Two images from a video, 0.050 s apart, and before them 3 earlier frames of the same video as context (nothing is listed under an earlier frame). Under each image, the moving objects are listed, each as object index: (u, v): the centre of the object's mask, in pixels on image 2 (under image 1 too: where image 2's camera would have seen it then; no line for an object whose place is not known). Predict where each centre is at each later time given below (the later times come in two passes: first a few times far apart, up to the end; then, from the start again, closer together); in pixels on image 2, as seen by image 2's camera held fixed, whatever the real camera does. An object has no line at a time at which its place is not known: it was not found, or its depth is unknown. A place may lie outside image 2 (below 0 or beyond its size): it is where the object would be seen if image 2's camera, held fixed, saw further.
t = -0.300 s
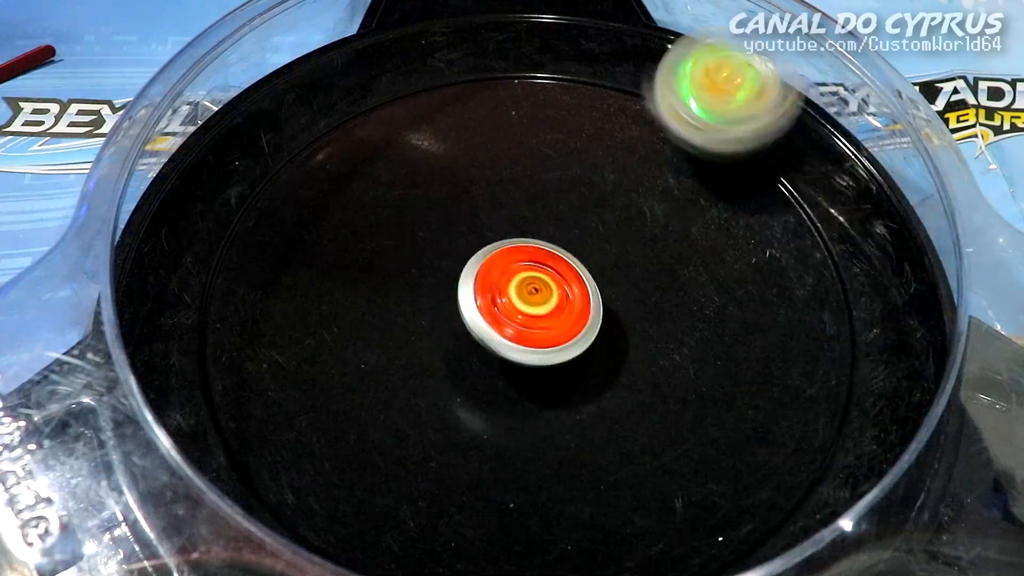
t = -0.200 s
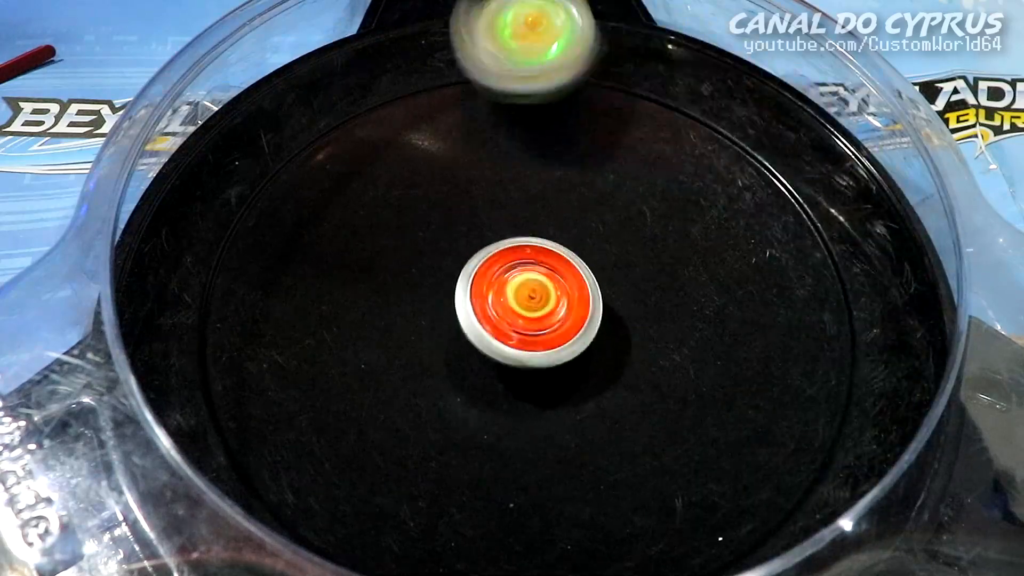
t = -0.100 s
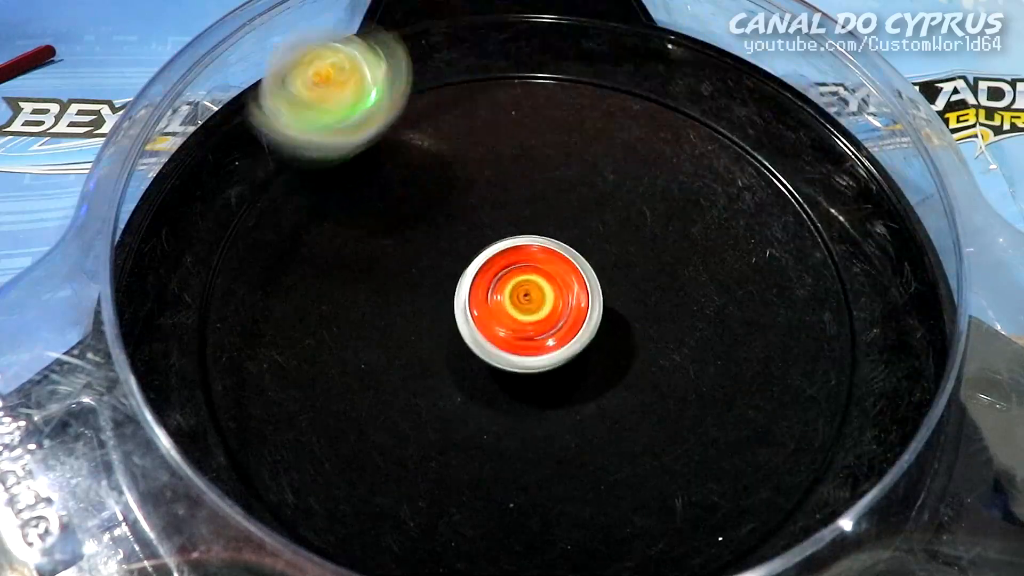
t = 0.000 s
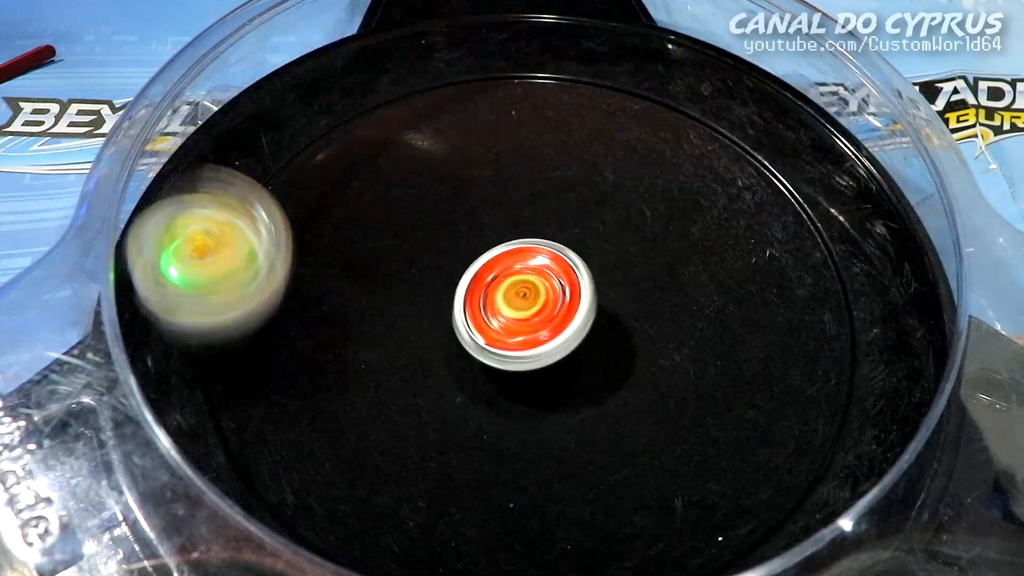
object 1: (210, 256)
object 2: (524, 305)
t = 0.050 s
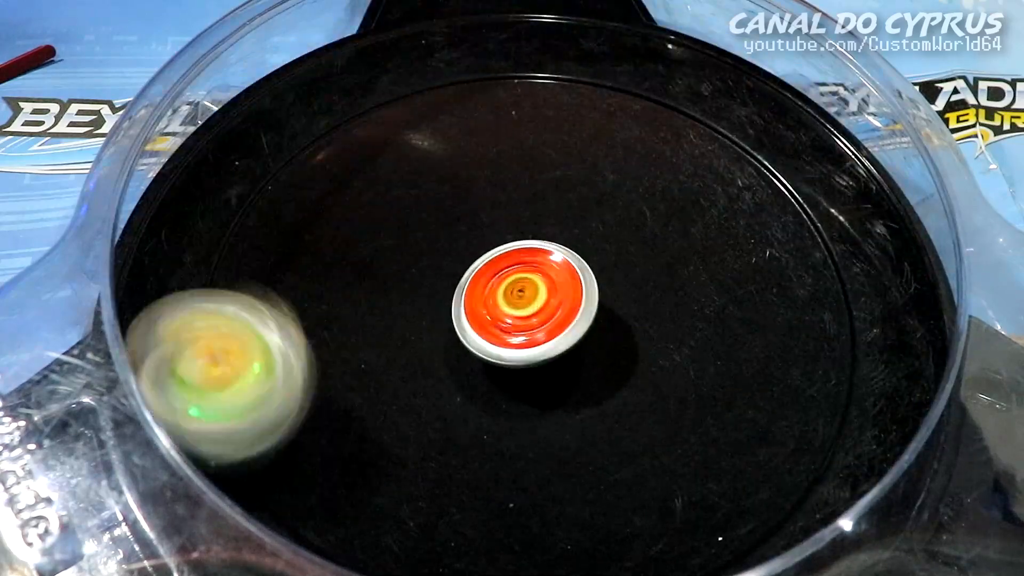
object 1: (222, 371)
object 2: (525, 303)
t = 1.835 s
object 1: (602, 525)
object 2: (528, 301)
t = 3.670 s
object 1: (833, 404)
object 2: (529, 305)
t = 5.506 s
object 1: (629, 420)
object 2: (526, 301)
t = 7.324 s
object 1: (588, 222)
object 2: (505, 321)
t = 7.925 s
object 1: (577, 335)
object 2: (454, 221)
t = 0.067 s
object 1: (244, 405)
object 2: (524, 304)
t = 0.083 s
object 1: (269, 438)
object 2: (522, 302)
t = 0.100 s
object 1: (303, 466)
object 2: (524, 301)
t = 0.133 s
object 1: (380, 506)
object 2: (524, 302)
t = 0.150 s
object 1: (423, 519)
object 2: (522, 301)
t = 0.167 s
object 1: (473, 527)
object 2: (524, 299)
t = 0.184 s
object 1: (527, 528)
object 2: (525, 300)
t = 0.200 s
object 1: (581, 526)
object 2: (525, 300)
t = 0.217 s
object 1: (630, 522)
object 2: (524, 301)
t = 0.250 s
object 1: (714, 501)
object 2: (526, 299)
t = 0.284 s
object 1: (783, 459)
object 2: (526, 300)
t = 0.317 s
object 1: (829, 402)
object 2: (527, 299)
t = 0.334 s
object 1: (846, 371)
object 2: (529, 299)
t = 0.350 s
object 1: (854, 339)
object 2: (529, 300)
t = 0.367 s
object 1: (857, 308)
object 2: (527, 300)
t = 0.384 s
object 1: (855, 275)
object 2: (528, 299)
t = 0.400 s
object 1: (850, 247)
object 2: (530, 300)
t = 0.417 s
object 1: (837, 217)
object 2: (530, 301)
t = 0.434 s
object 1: (821, 192)
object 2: (529, 302)
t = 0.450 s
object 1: (800, 167)
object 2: (529, 301)
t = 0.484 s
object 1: (754, 121)
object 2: (531, 303)
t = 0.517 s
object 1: (698, 86)
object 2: (529, 303)
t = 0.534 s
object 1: (668, 70)
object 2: (529, 303)
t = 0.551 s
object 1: (635, 59)
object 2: (530, 304)
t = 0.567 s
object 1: (602, 53)
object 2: (530, 305)
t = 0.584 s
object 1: (567, 47)
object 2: (528, 305)
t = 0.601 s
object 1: (532, 46)
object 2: (527, 304)
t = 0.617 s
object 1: (496, 45)
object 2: (528, 304)
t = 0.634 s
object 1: (462, 48)
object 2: (528, 305)
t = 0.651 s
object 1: (429, 52)
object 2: (527, 306)
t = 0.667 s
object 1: (399, 61)
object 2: (525, 304)
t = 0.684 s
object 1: (369, 74)
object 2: (526, 304)
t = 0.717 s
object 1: (307, 109)
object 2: (526, 305)
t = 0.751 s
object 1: (255, 161)
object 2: (524, 303)
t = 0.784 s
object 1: (217, 221)
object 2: (525, 303)
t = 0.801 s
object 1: (210, 254)
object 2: (524, 304)
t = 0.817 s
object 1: (205, 290)
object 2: (522, 302)
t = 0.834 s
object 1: (208, 325)
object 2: (524, 301)
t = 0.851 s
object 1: (221, 362)
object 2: (525, 302)
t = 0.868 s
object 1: (241, 397)
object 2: (525, 302)
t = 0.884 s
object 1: (265, 431)
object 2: (523, 301)
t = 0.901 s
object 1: (294, 464)
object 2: (524, 300)
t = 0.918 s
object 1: (332, 488)
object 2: (525, 300)
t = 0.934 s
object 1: (370, 507)
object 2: (526, 301)
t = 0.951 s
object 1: (415, 517)
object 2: (525, 301)
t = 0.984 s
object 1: (513, 526)
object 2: (527, 299)
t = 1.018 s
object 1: (613, 524)
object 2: (527, 300)
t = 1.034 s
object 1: (660, 518)
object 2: (526, 300)
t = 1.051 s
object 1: (700, 508)
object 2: (527, 299)
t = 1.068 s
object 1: (738, 494)
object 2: (529, 300)
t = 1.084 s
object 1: (771, 471)
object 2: (529, 300)
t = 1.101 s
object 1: (800, 446)
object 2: (528, 301)
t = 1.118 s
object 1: (822, 417)
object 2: (528, 300)
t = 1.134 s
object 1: (840, 388)
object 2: (530, 300)
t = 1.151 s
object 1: (852, 355)
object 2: (531, 301)
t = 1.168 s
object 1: (857, 326)
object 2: (530, 302)
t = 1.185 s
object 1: (858, 293)
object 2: (529, 301)
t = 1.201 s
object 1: (855, 263)
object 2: (529, 301)
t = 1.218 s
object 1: (845, 234)
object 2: (531, 302)
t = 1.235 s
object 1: (832, 208)
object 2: (531, 303)
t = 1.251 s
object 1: (814, 182)
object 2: (529, 304)
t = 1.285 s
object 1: (771, 135)
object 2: (529, 303)
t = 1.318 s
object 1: (721, 98)
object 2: (529, 305)
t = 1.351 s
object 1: (662, 69)
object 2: (528, 303)
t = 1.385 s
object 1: (599, 52)
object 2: (529, 305)
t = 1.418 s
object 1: (529, 47)
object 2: (526, 304)
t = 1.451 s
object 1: (457, 50)
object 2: (527, 304)
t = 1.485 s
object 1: (392, 63)
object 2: (524, 304)
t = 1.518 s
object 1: (333, 96)
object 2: (526, 303)
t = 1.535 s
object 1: (305, 113)
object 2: (526, 304)
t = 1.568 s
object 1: (255, 158)
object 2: (524, 302)
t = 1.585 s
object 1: (237, 185)
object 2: (525, 302)
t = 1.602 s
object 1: (221, 213)
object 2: (526, 303)
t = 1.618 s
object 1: (212, 248)
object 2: (525, 303)
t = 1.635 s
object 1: (208, 284)
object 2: (523, 303)
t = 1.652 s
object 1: (211, 323)
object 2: (524, 301)
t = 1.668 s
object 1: (218, 360)
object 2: (526, 301)
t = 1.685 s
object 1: (234, 395)
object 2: (526, 302)
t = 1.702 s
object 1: (260, 428)
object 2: (525, 302)
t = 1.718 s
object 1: (289, 459)
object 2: (524, 301)
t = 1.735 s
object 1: (321, 489)
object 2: (526, 300)
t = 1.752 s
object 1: (360, 504)
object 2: (527, 301)
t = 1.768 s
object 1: (404, 514)
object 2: (526, 301)
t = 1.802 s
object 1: (500, 526)
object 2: (526, 300)
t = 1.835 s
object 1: (602, 525)
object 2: (528, 301)
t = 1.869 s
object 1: (691, 510)
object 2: (526, 301)
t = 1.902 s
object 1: (763, 476)
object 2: (528, 301)
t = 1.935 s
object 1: (818, 423)
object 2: (527, 302)
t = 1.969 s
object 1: (847, 363)
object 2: (527, 301)
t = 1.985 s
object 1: (855, 333)
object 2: (528, 302)
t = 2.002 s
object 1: (856, 301)
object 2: (528, 303)
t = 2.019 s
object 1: (854, 271)
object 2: (526, 303)
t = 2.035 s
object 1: (845, 242)
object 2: (527, 301)
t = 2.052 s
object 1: (835, 214)
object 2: (528, 302)
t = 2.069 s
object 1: (819, 187)
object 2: (528, 303)
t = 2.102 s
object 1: (779, 139)
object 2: (526, 303)
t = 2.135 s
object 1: (730, 102)
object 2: (527, 303)
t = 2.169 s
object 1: (671, 70)
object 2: (525, 305)
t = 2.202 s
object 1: (609, 51)
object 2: (527, 303)
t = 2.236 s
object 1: (541, 46)
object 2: (527, 305)
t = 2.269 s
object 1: (471, 48)
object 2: (525, 303)
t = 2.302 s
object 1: (407, 58)
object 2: (526, 305)
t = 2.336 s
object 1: (346, 88)
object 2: (524, 304)
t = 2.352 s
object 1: (317, 107)
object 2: (525, 303)
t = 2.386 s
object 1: (264, 148)
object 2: (526, 305)
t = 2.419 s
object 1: (228, 205)
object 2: (524, 303)
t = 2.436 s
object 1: (215, 239)
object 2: (526, 302)
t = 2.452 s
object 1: (209, 275)
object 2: (526, 303)
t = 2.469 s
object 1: (207, 313)
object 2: (526, 304)
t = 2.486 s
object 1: (215, 350)
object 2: (525, 304)
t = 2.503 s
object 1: (229, 385)
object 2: (525, 302)
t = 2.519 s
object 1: (251, 419)
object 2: (527, 302)
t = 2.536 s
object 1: (280, 451)
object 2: (527, 303)
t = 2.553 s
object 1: (312, 483)
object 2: (526, 304)
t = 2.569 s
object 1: (350, 500)
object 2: (525, 303)
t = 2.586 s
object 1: (393, 512)
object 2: (526, 302)
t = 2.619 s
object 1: (487, 525)
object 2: (527, 303)
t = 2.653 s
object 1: (588, 525)
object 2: (525, 302)
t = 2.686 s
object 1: (678, 512)
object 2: (528, 302)
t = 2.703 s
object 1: (715, 500)
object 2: (528, 303)
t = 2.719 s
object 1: (751, 484)
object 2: (527, 303)
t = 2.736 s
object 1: (780, 460)
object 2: (526, 302)
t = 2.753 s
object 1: (805, 435)
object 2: (527, 302)
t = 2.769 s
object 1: (823, 408)
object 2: (528, 303)
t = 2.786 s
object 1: (840, 377)
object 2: (528, 304)
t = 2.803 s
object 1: (849, 349)
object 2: (527, 304)
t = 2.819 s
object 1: (854, 317)
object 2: (527, 302)
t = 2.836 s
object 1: (852, 287)
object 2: (528, 302)
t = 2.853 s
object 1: (849, 257)
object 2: (529, 303)
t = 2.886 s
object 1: (827, 200)
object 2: (526, 304)
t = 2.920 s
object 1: (791, 151)
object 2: (528, 303)
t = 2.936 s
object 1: (770, 132)
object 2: (528, 304)
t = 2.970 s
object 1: (718, 96)
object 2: (525, 304)
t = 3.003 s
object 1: (658, 66)
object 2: (528, 304)
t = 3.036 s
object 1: (594, 50)
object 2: (527, 305)
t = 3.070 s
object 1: (528, 46)
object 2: (526, 303)
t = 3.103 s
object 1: (458, 50)
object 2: (527, 305)
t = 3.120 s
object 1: (424, 54)
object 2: (526, 305)
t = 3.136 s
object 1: (392, 61)
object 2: (525, 304)
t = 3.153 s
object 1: (363, 77)
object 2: (526, 302)
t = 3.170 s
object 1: (333, 97)
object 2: (527, 303)
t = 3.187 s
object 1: (303, 116)
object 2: (527, 304)
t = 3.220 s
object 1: (253, 160)
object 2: (525, 303)
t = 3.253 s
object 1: (221, 220)
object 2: (528, 303)
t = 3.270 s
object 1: (213, 254)
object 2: (527, 304)
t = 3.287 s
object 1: (207, 289)
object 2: (526, 304)
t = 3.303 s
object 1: (209, 324)
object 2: (526, 302)
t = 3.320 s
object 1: (219, 359)
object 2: (527, 302)
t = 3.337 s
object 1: (235, 392)
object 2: (528, 303)
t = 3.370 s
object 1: (279, 451)
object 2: (526, 302)
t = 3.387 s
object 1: (310, 476)
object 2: (526, 301)
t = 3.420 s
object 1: (373, 509)
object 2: (528, 303)
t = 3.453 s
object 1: (447, 526)
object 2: (526, 302)
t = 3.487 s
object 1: (529, 531)
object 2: (528, 302)
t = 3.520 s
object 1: (610, 528)
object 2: (528, 304)
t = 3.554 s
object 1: (681, 517)
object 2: (528, 302)
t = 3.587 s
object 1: (737, 497)
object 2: (529, 304)
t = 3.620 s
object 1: (786, 464)
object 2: (526, 304)
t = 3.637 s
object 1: (804, 444)
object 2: (527, 303)
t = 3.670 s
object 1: (833, 404)
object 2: (529, 305)
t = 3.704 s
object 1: (850, 363)
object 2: (525, 305)
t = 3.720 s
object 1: (855, 342)
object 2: (527, 303)
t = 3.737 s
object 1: (856, 322)
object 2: (528, 304)
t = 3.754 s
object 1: (857, 301)
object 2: (528, 305)
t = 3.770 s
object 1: (854, 281)
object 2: (527, 305)
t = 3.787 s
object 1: (850, 262)
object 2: (525, 304)
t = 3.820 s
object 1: (836, 226)
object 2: (527, 304)
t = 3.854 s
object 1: (816, 193)
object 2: (526, 305)
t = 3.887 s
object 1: (792, 164)
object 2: (525, 303)
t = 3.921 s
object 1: (763, 139)
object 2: (526, 304)
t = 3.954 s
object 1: (732, 117)
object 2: (524, 303)
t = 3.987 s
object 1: (698, 100)
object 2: (527, 302)
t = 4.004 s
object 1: (682, 92)
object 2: (527, 303)
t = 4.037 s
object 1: (647, 79)
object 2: (524, 302)
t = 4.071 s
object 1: (612, 71)
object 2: (527, 301)
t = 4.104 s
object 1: (576, 66)
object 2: (527, 302)
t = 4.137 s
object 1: (541, 64)
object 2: (527, 300)
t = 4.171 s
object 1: (507, 67)
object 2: (529, 303)
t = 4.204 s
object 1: (473, 72)
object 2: (527, 302)
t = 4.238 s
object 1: (443, 79)
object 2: (529, 301)
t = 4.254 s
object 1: (429, 84)
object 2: (530, 302)
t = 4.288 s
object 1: (401, 95)
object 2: (528, 302)
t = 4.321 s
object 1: (374, 108)
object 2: (530, 302)
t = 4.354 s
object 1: (350, 123)
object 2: (530, 303)
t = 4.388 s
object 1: (329, 141)
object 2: (528, 302)
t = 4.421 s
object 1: (310, 160)
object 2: (531, 303)
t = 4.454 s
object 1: (294, 180)
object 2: (528, 304)
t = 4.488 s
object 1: (282, 201)
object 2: (530, 302)
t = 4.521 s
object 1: (272, 222)
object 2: (529, 304)
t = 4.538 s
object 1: (269, 234)
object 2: (528, 304)
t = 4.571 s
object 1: (264, 256)
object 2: (529, 302)
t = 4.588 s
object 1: (264, 266)
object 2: (529, 303)
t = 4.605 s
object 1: (263, 277)
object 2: (528, 303)
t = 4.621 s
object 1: (264, 288)
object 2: (527, 304)
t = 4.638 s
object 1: (264, 299)
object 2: (526, 302)
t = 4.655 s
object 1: (267, 309)
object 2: (528, 302)
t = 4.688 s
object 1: (272, 328)
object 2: (528, 303)
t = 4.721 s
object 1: (281, 347)
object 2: (526, 302)
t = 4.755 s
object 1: (292, 365)
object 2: (529, 302)
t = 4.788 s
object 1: (304, 380)
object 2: (528, 303)
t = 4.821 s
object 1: (319, 394)
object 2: (528, 300)
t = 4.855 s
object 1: (334, 405)
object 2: (530, 302)
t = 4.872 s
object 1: (343, 411)
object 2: (529, 303)
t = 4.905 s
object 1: (359, 420)
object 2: (528, 300)
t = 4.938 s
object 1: (374, 427)
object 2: (530, 302)
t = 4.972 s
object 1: (390, 434)
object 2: (527, 303)
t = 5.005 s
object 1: (405, 441)
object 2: (529, 301)
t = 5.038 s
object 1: (421, 446)
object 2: (529, 302)
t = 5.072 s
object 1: (437, 451)
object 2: (526, 301)
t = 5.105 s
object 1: (454, 454)
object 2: (529, 302)
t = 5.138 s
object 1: (471, 456)
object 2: (527, 303)
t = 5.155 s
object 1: (481, 456)
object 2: (526, 301)
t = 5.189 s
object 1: (498, 456)
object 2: (528, 301)
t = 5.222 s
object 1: (514, 455)
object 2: (527, 303)
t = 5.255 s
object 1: (529, 453)
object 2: (526, 301)
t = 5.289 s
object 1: (544, 451)
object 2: (527, 301)
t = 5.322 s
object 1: (557, 448)
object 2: (525, 302)
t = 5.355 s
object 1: (571, 445)
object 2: (528, 301)
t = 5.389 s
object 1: (586, 441)
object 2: (527, 302)
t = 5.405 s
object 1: (594, 439)
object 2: (525, 302)
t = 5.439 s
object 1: (607, 434)
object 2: (527, 301)
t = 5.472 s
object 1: (619, 427)
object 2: (529, 303)
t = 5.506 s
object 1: (629, 420)
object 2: (526, 301)
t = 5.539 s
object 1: (639, 414)
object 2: (528, 302)
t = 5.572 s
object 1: (647, 407)
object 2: (528, 304)
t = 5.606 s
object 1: (656, 400)
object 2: (528, 301)
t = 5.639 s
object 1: (664, 392)
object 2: (529, 303)
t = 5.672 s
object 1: (671, 383)
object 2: (526, 305)
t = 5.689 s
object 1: (675, 378)
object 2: (526, 303)
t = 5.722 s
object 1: (680, 369)
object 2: (529, 303)
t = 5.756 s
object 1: (684, 360)
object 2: (527, 305)
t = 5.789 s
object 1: (688, 351)
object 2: (527, 303)
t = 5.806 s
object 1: (691, 347)
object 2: (528, 304)
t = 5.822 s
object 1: (691, 342)
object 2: (528, 305)
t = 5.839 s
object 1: (694, 338)
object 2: (528, 305)
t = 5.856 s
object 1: (694, 334)
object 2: (525, 305)
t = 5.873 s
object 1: (696, 329)
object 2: (526, 303)
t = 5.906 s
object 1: (697, 319)
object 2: (527, 304)
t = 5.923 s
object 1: (697, 315)
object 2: (527, 305)
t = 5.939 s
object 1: (697, 310)
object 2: (526, 305)
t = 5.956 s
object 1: (697, 307)
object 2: (526, 304)
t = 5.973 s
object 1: (696, 302)
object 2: (527, 303)
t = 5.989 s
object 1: (696, 298)
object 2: (528, 303)
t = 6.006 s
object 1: (694, 293)
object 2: (528, 304)
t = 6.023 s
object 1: (694, 290)
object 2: (526, 305)
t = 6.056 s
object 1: (691, 281)
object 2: (526, 303)
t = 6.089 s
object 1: (689, 273)
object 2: (529, 304)
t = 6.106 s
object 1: (687, 269)
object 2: (528, 304)
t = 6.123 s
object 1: (686, 265)
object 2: (527, 304)
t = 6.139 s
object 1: (684, 261)
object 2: (526, 302)
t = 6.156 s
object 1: (682, 257)
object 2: (527, 302)
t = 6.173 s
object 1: (680, 253)
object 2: (529, 304)
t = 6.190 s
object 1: (676, 249)
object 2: (529, 305)
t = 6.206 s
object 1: (674, 246)
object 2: (528, 305)
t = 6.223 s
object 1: (670, 242)
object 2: (527, 304)
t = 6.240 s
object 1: (668, 239)
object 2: (528, 302)
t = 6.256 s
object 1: (663, 236)
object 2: (529, 302)
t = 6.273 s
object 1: (661, 232)
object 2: (529, 303)
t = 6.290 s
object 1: (657, 229)
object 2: (529, 304)
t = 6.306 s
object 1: (654, 226)
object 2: (527, 304)
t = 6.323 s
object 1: (651, 223)
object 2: (528, 302)
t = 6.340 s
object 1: (648, 220)
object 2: (530, 301)
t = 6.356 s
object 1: (645, 217)
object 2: (531, 301)
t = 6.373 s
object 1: (641, 214)
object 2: (531, 302)
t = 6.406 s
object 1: (637, 207)
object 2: (520, 305)
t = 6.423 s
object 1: (636, 205)
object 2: (518, 305)
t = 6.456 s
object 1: (631, 199)
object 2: (514, 308)
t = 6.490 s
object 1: (627, 195)
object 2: (508, 311)
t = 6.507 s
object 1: (626, 194)
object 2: (507, 311)
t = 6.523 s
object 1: (624, 193)
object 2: (507, 312)
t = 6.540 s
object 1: (623, 192)
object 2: (505, 315)
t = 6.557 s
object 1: (621, 191)
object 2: (503, 316)
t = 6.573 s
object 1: (620, 191)
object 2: (501, 315)
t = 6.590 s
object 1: (619, 190)
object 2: (498, 314)
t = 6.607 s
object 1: (618, 190)
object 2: (498, 312)
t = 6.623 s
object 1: (617, 190)
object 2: (500, 311)
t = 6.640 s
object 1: (616, 190)
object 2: (499, 311)
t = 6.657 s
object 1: (615, 191)
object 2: (497, 312)
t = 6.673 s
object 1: (614, 192)
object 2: (495, 311)
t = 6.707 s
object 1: (611, 194)
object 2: (497, 308)
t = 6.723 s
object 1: (610, 194)
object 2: (499, 308)
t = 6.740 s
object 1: (607, 195)
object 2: (499, 308)
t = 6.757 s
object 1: (606, 194)
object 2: (498, 307)
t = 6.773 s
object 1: (603, 194)
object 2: (497, 305)
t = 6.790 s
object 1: (602, 194)
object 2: (497, 303)
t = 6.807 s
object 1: (599, 194)
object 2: (500, 303)
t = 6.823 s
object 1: (597, 194)
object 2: (503, 304)
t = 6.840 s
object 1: (596, 194)
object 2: (504, 305)
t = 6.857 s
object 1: (592, 194)
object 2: (504, 304)
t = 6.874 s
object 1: (592, 194)
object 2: (504, 302)
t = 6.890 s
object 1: (592, 193)
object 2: (506, 300)
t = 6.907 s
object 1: (594, 192)
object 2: (507, 303)
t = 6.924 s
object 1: (599, 193)
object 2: (506, 308)
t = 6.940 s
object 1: (604, 189)
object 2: (502, 315)
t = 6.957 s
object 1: (607, 188)
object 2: (497, 318)
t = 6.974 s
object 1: (609, 187)
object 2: (491, 317)
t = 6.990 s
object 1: (610, 186)
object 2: (490, 317)
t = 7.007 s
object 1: (610, 185)
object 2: (490, 320)
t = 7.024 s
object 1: (611, 185)
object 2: (488, 322)
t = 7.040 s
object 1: (610, 185)
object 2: (488, 323)
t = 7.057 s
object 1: (609, 186)
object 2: (485, 325)
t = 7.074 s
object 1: (608, 189)
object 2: (483, 324)
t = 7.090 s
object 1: (606, 190)
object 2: (482, 322)
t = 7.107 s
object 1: (603, 191)
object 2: (484, 319)
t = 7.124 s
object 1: (599, 192)
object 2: (487, 318)
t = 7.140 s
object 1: (596, 194)
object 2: (488, 319)
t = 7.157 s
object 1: (593, 196)
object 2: (489, 319)
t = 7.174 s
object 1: (591, 198)
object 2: (490, 319)
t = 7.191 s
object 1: (589, 200)
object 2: (493, 318)
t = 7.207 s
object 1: (587, 202)
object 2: (496, 318)
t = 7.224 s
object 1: (586, 203)
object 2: (499, 318)
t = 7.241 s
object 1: (585, 206)
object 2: (503, 319)
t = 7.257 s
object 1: (585, 208)
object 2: (504, 319)
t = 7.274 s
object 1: (586, 212)
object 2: (504, 319)
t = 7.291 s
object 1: (586, 215)
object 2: (504, 318)
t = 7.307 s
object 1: (586, 218)
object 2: (505, 319)
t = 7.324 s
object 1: (588, 222)
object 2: (505, 321)
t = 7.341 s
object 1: (590, 223)
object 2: (500, 325)
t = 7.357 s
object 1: (593, 227)
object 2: (496, 325)
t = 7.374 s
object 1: (595, 231)
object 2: (493, 324)
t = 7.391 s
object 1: (598, 236)
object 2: (490, 324)
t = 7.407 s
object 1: (601, 239)
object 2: (486, 324)
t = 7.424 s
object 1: (602, 243)
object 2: (485, 320)
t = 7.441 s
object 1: (603, 247)
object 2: (485, 319)
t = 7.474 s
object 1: (613, 258)
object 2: (483, 312)
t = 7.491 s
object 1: (619, 262)
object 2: (482, 308)
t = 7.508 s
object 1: (621, 266)
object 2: (482, 304)
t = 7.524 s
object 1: (622, 272)
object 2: (483, 300)
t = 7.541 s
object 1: (625, 277)
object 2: (484, 295)
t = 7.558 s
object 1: (628, 280)
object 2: (486, 288)
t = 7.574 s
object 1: (628, 284)
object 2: (488, 281)
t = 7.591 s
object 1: (628, 288)
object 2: (490, 275)
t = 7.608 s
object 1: (629, 292)
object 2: (491, 270)
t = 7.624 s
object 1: (629, 295)
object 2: (491, 264)
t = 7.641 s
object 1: (630, 297)
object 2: (492, 259)
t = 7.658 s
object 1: (627, 301)
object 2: (491, 253)
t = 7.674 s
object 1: (627, 304)
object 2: (491, 249)
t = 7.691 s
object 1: (627, 307)
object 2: (490, 245)
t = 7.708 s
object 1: (625, 309)
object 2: (488, 241)
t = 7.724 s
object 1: (623, 312)
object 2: (486, 237)
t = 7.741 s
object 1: (620, 315)
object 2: (483, 233)
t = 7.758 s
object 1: (618, 318)
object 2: (480, 230)
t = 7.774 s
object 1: (616, 320)
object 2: (477, 228)
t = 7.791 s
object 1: (612, 323)
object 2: (473, 226)
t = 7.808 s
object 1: (608, 325)
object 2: (470, 224)
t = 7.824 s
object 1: (605, 328)
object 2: (467, 224)
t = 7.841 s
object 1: (601, 329)
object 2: (465, 223)
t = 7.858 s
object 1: (597, 331)
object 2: (462, 222)
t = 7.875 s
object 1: (591, 332)
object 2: (460, 222)
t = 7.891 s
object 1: (587, 334)
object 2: (457, 221)
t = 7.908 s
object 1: (584, 334)
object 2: (455, 221)
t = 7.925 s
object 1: (577, 335)
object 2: (454, 221)
